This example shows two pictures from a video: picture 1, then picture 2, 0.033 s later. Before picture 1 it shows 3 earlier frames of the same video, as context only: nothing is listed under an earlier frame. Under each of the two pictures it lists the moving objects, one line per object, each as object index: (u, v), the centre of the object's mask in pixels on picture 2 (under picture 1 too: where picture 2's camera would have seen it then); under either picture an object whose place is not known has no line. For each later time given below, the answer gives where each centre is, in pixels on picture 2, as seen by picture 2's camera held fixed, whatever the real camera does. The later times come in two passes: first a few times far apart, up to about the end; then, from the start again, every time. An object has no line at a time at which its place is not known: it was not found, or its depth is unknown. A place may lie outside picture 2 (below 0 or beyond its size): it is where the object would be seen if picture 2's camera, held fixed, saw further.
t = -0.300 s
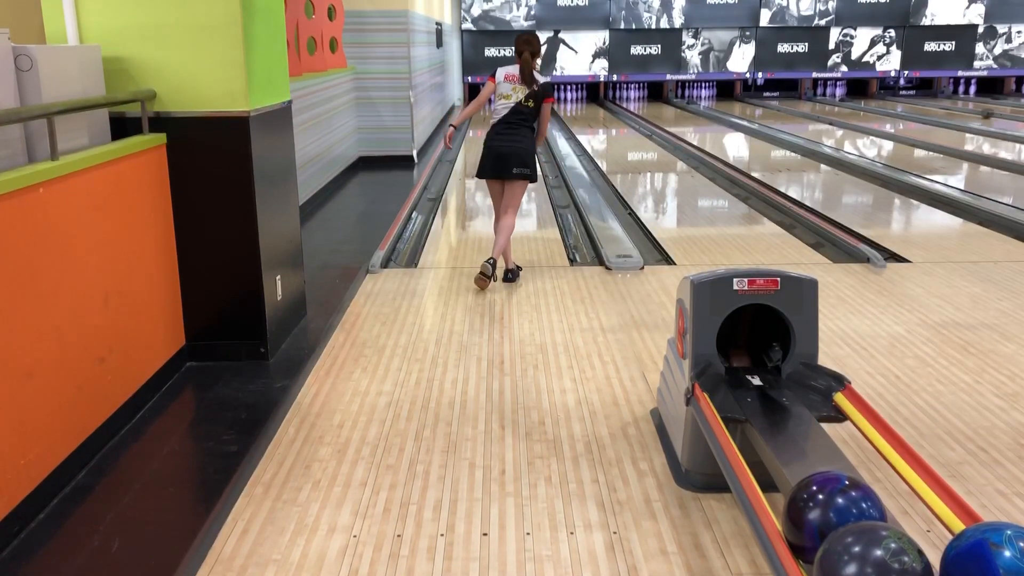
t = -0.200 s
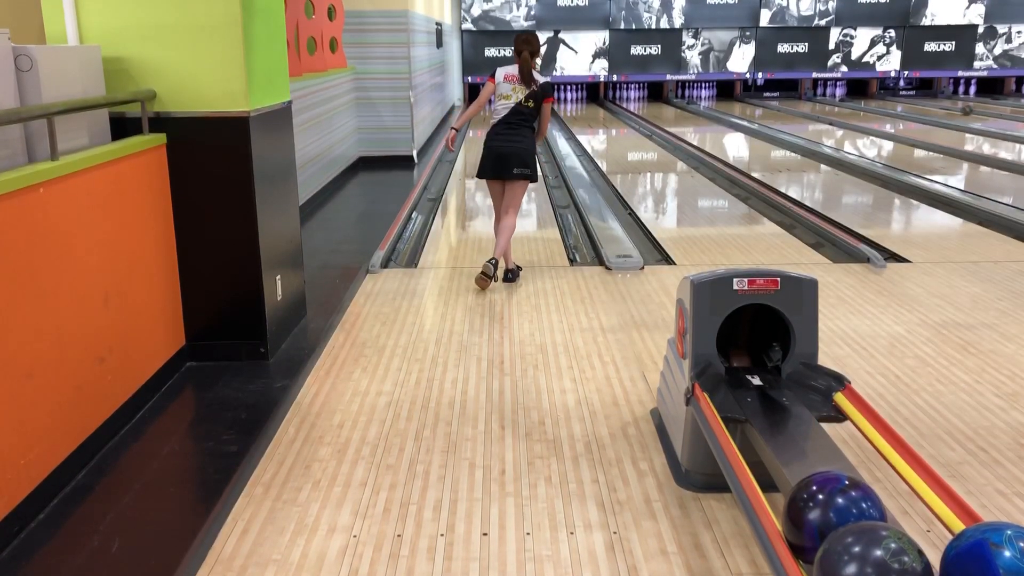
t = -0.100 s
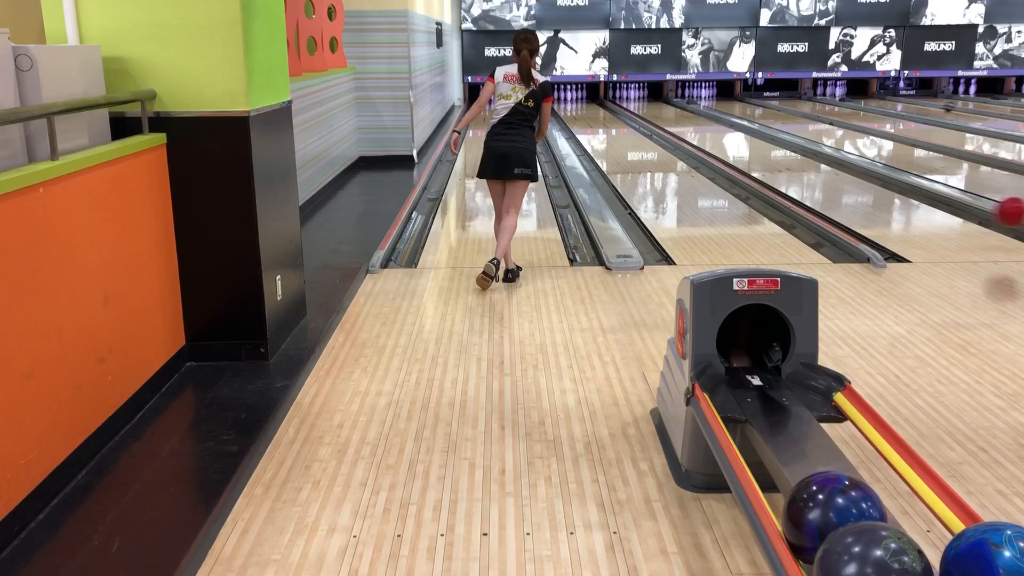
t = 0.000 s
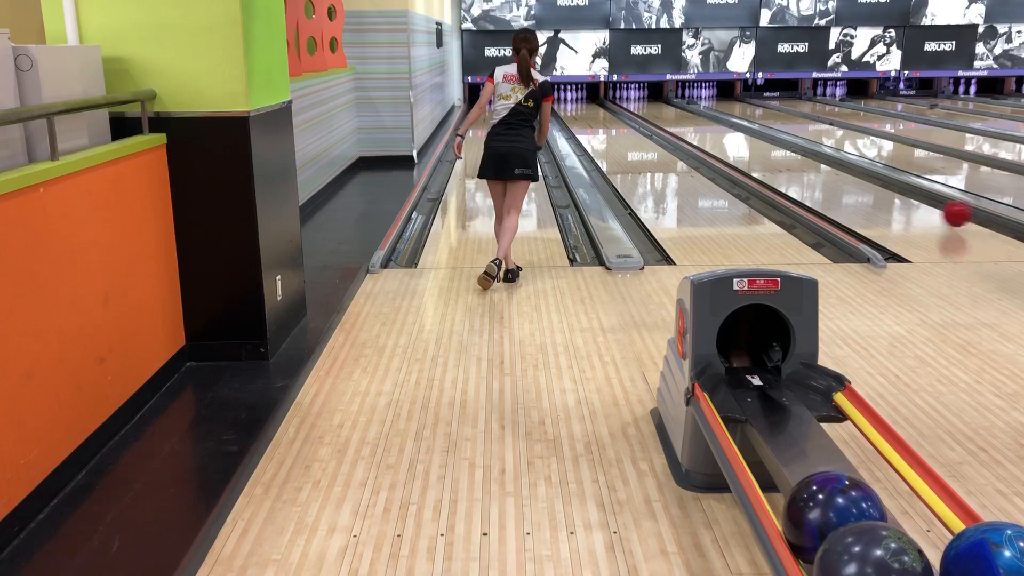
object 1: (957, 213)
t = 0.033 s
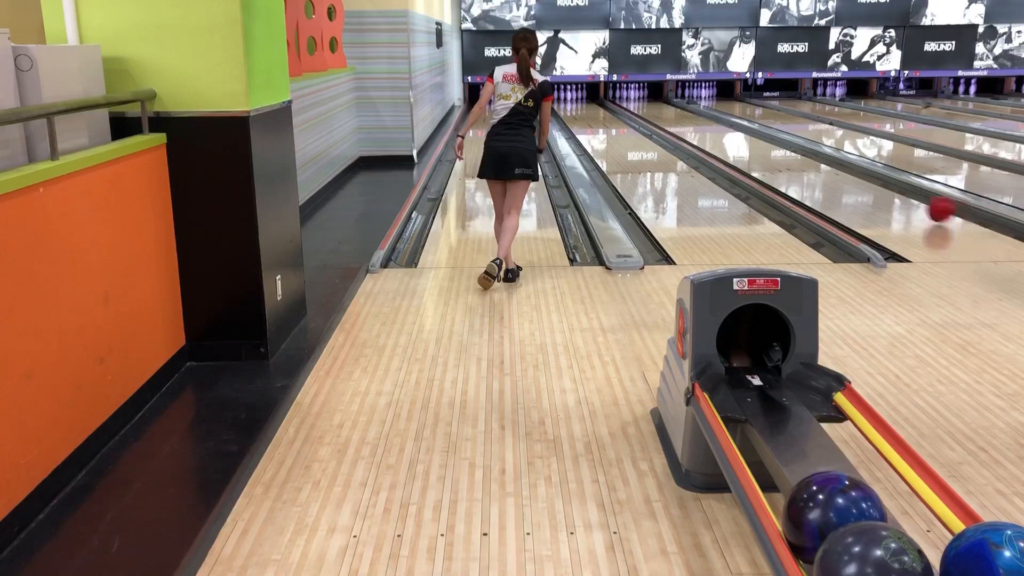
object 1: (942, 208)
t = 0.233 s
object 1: (867, 183)
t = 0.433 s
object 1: (814, 163)
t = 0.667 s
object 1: (768, 145)
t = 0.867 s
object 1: (739, 134)
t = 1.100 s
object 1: (712, 124)
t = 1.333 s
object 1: (690, 115)
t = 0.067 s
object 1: (926, 203)
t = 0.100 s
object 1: (914, 199)
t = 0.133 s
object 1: (900, 196)
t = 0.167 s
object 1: (889, 190)
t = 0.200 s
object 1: (877, 186)
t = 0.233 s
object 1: (867, 183)
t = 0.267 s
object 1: (856, 180)
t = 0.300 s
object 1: (847, 176)
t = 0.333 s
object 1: (838, 172)
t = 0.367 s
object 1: (830, 167)
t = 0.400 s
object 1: (821, 165)
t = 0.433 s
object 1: (814, 163)
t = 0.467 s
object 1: (806, 161)
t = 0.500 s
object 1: (800, 157)
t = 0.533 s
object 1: (793, 154)
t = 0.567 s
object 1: (786, 152)
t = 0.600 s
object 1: (780, 149)
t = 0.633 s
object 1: (775, 147)
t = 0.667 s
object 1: (768, 145)
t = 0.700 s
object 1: (763, 143)
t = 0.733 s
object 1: (758, 141)
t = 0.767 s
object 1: (753, 139)
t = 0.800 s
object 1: (748, 137)
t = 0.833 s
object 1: (744, 136)
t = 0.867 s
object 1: (739, 134)
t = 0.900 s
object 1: (734, 132)
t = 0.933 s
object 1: (730, 131)
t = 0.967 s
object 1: (726, 129)
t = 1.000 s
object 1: (722, 128)
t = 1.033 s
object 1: (719, 127)
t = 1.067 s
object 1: (715, 125)
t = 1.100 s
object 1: (712, 124)
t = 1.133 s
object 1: (708, 122)
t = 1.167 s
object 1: (705, 121)
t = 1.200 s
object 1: (702, 120)
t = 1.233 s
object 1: (698, 119)
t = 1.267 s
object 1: (696, 118)
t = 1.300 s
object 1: (692, 116)
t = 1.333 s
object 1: (690, 115)
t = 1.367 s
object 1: (687, 115)
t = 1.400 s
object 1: (684, 114)
